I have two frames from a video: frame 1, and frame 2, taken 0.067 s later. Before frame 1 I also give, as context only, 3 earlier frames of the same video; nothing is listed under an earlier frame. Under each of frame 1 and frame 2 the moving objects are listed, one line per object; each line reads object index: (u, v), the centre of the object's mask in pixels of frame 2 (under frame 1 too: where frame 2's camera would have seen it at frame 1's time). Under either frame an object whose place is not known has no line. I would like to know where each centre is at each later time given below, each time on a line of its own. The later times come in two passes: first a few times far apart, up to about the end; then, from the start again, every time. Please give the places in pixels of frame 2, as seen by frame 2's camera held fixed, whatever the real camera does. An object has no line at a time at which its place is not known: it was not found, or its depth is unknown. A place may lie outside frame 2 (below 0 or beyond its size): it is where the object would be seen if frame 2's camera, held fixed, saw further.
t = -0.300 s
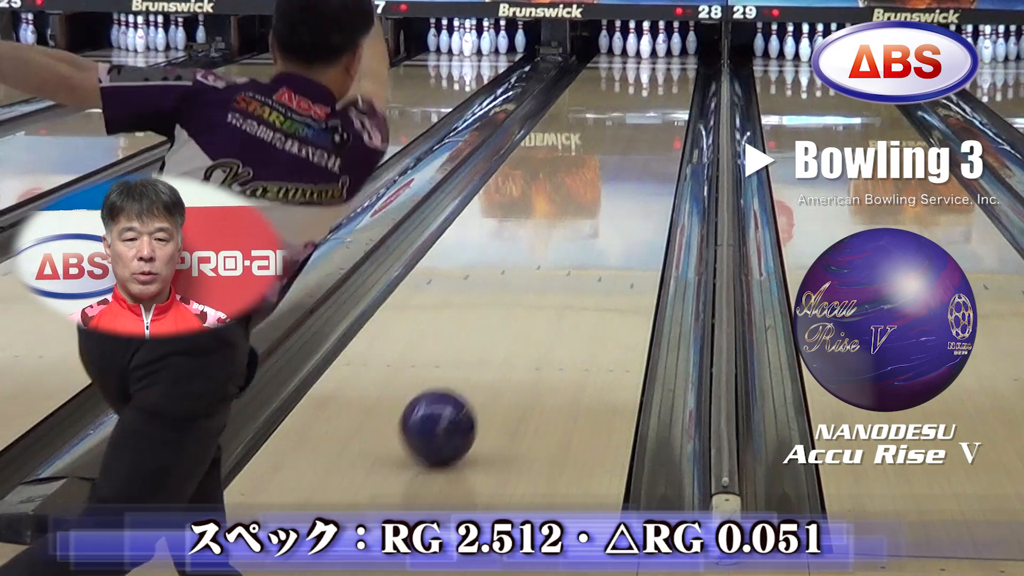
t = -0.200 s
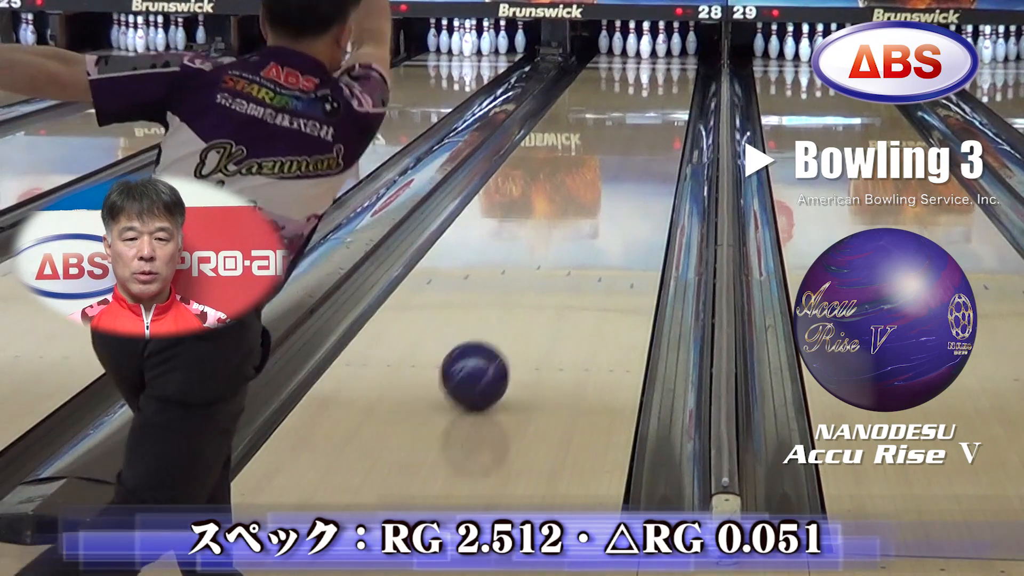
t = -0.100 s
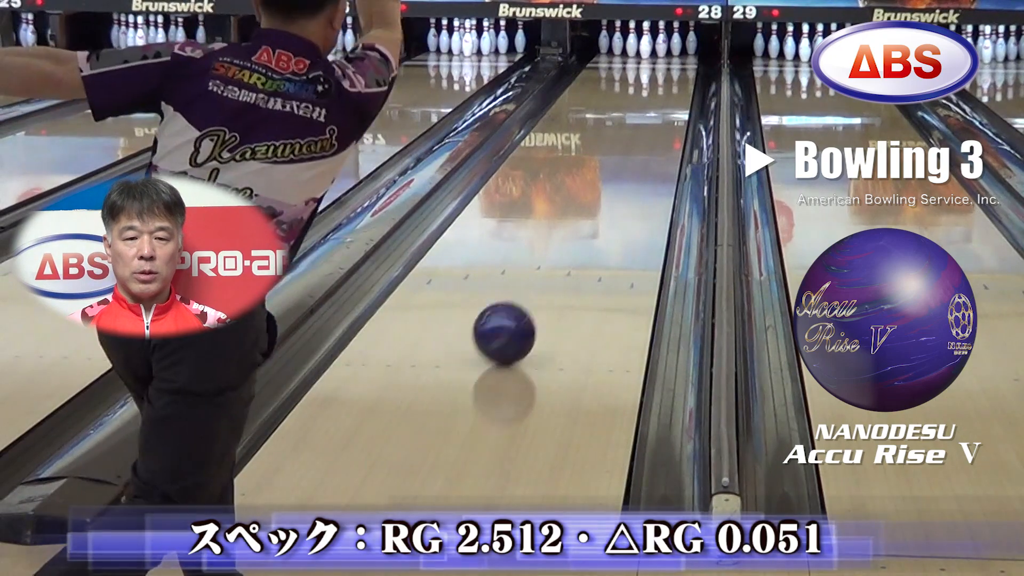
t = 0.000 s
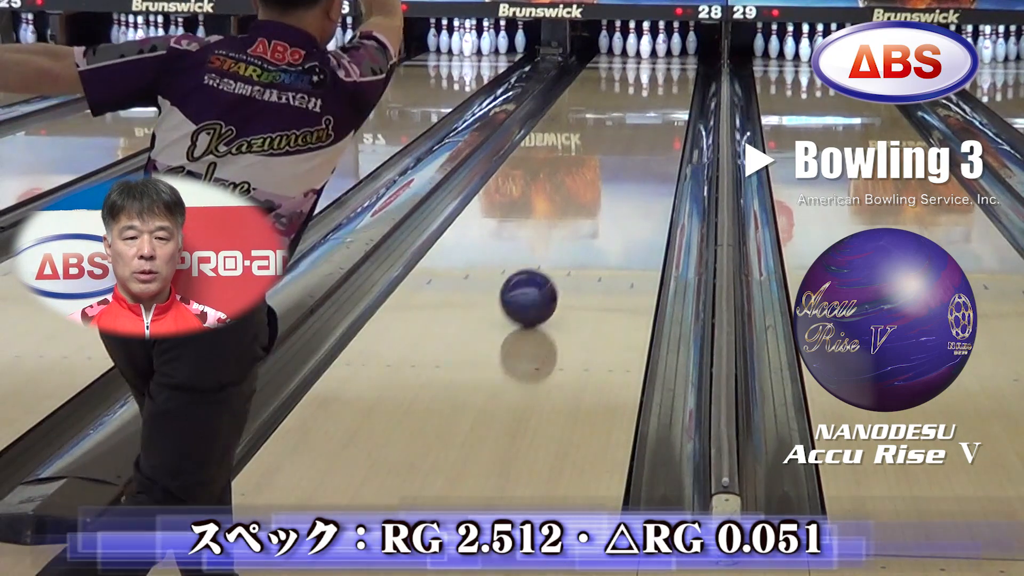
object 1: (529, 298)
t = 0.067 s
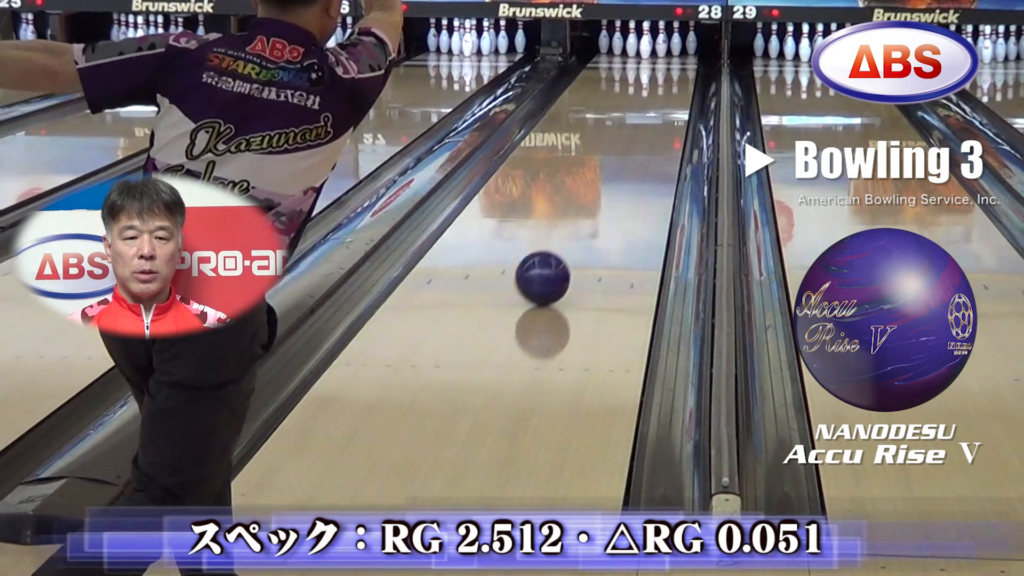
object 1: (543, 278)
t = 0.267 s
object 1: (576, 229)
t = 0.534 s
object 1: (608, 180)
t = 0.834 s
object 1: (633, 140)
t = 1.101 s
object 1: (647, 114)
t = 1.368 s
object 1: (656, 93)
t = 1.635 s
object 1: (660, 77)
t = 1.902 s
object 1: (659, 63)
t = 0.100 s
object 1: (549, 269)
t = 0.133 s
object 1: (555, 260)
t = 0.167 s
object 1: (561, 251)
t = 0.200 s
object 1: (566, 244)
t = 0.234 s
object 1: (571, 236)
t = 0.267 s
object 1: (576, 229)
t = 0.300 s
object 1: (581, 221)
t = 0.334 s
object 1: (585, 215)
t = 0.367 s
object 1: (590, 208)
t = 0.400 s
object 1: (594, 202)
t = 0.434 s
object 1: (598, 196)
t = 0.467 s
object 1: (601, 191)
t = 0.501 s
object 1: (604, 185)
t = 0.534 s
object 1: (608, 180)
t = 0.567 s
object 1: (611, 175)
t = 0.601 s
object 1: (614, 170)
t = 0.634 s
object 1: (617, 165)
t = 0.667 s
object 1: (620, 161)
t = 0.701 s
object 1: (623, 156)
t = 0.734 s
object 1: (625, 152)
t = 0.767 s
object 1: (628, 148)
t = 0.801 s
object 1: (630, 144)
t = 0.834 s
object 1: (633, 140)
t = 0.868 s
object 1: (635, 136)
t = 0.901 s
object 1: (637, 133)
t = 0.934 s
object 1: (638, 130)
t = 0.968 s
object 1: (640, 126)
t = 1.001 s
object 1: (642, 123)
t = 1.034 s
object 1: (644, 120)
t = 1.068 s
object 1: (645, 117)
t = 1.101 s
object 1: (647, 114)
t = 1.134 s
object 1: (648, 112)
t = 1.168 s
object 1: (650, 108)
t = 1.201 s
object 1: (651, 106)
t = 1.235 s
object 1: (652, 103)
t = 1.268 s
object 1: (653, 100)
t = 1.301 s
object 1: (654, 98)
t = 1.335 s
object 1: (655, 96)
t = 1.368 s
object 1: (656, 93)
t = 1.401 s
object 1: (657, 91)
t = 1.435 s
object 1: (657, 89)
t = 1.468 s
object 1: (658, 86)
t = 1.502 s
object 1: (659, 84)
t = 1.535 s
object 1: (660, 82)
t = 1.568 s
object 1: (660, 80)
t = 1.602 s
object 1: (660, 78)
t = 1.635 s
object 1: (660, 77)
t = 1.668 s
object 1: (660, 75)
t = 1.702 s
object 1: (660, 72)
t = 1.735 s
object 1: (661, 71)
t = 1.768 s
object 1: (660, 70)
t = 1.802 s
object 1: (660, 68)
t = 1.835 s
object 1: (660, 66)
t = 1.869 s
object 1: (659, 64)
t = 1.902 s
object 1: (659, 63)
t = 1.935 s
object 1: (659, 61)
